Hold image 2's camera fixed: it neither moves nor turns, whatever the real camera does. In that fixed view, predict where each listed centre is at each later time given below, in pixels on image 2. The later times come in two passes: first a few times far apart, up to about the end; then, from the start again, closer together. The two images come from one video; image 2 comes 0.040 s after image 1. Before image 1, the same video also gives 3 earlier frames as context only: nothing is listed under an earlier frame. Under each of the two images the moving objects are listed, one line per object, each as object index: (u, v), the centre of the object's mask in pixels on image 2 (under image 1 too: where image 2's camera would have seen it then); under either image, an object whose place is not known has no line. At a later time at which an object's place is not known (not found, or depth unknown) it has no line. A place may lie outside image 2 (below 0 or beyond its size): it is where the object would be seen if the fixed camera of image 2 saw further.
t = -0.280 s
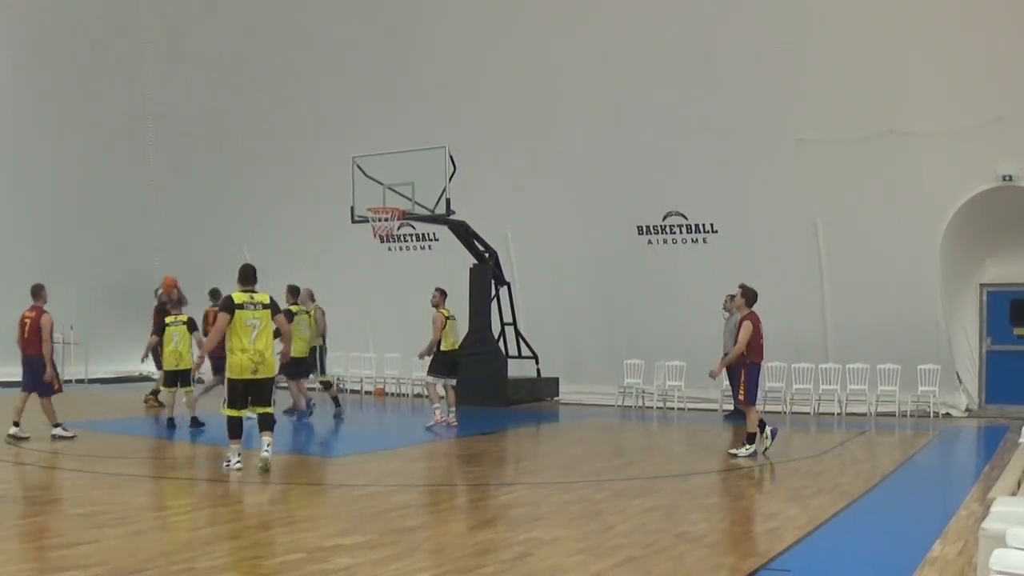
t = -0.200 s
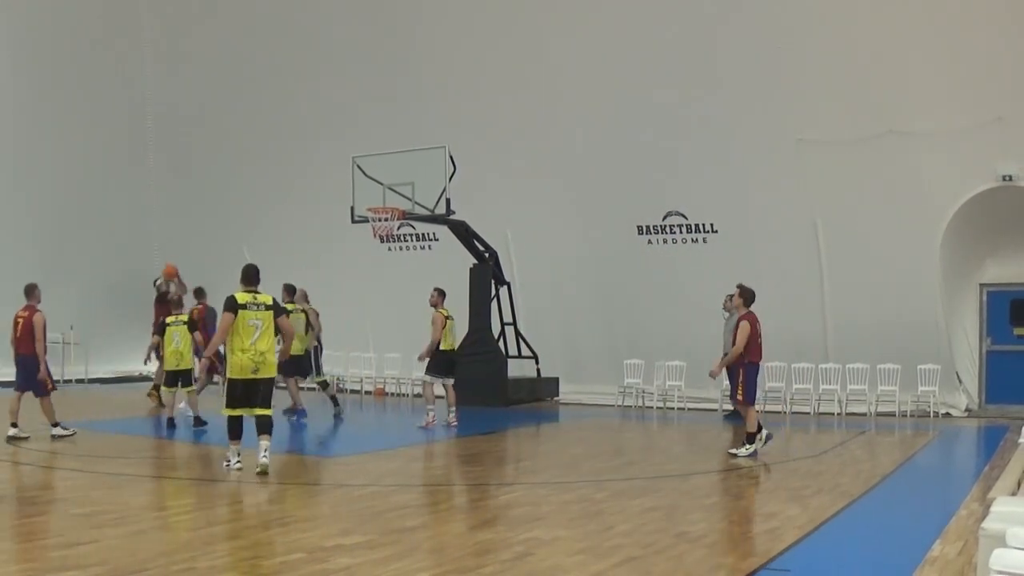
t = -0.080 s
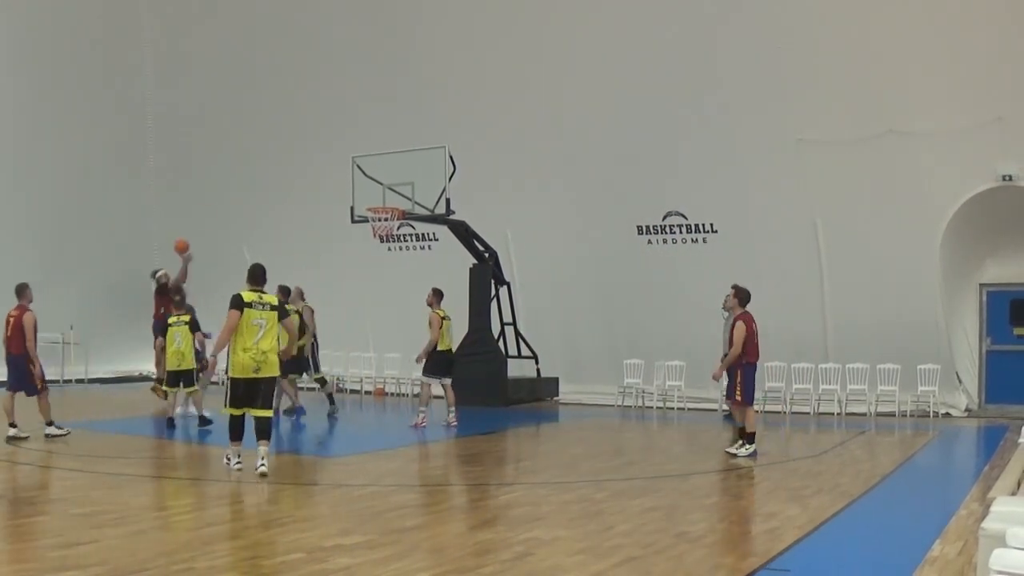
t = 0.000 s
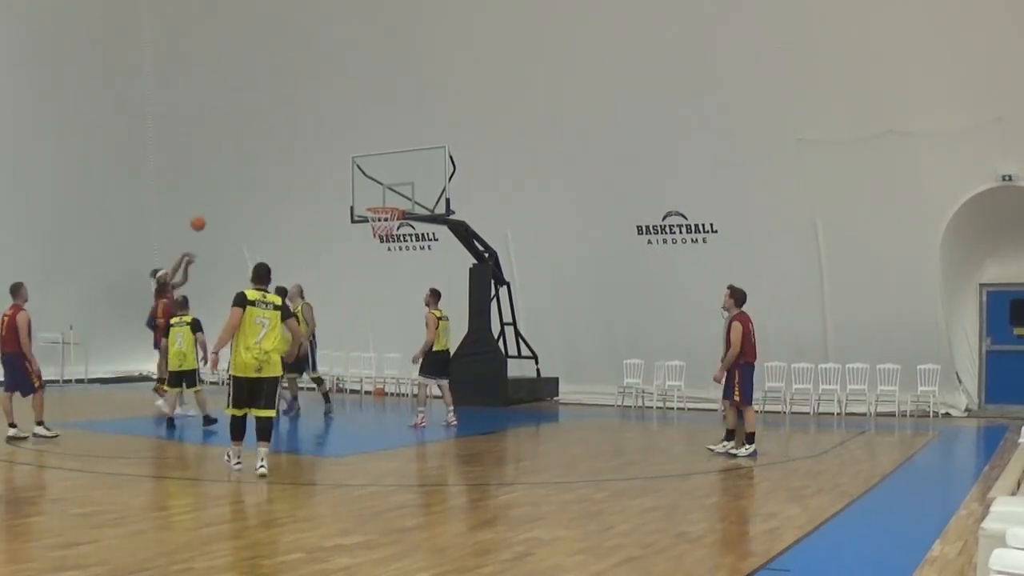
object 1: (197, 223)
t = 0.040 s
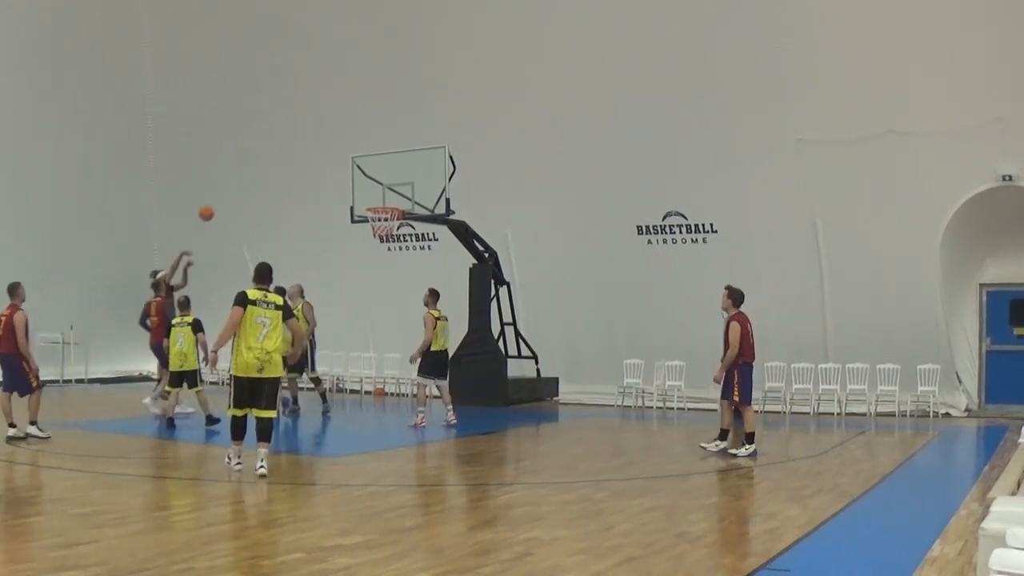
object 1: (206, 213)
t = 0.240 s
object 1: (250, 176)
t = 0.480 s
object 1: (301, 162)
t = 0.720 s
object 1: (355, 184)
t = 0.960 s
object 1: (389, 217)
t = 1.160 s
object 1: (388, 233)
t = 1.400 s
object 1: (381, 275)
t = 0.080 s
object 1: (214, 204)
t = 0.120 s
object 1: (223, 195)
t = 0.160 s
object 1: (232, 188)
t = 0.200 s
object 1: (241, 182)
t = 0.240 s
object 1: (250, 176)
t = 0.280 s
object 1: (258, 172)
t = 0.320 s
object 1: (267, 168)
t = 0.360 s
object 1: (276, 166)
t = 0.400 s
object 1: (284, 164)
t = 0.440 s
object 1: (292, 163)
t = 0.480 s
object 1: (301, 162)
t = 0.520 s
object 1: (310, 163)
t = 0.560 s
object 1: (319, 165)
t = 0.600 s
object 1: (329, 168)
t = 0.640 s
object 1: (337, 172)
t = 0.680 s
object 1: (347, 178)
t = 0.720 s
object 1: (355, 184)
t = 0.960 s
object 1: (389, 217)
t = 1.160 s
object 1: (388, 233)
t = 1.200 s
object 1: (387, 237)
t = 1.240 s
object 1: (386, 243)
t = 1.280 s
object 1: (385, 249)
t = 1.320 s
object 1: (383, 257)
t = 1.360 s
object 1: (383, 266)
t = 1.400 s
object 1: (381, 275)
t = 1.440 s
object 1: (380, 286)
